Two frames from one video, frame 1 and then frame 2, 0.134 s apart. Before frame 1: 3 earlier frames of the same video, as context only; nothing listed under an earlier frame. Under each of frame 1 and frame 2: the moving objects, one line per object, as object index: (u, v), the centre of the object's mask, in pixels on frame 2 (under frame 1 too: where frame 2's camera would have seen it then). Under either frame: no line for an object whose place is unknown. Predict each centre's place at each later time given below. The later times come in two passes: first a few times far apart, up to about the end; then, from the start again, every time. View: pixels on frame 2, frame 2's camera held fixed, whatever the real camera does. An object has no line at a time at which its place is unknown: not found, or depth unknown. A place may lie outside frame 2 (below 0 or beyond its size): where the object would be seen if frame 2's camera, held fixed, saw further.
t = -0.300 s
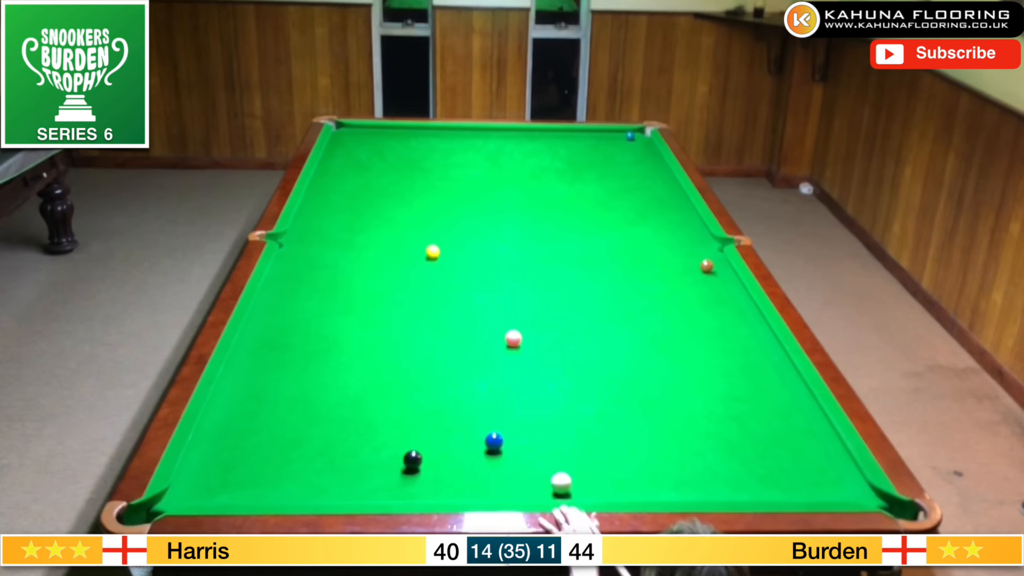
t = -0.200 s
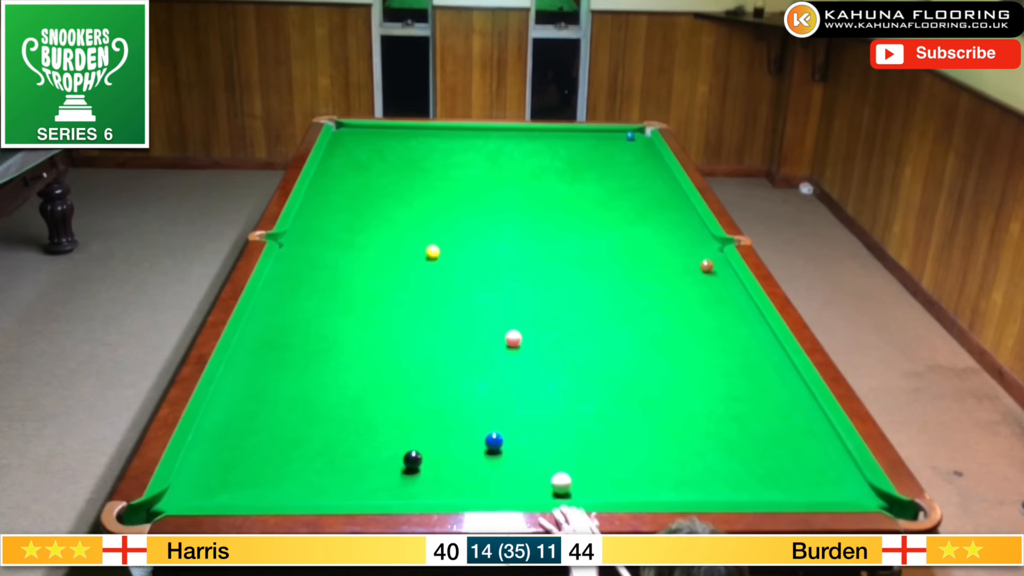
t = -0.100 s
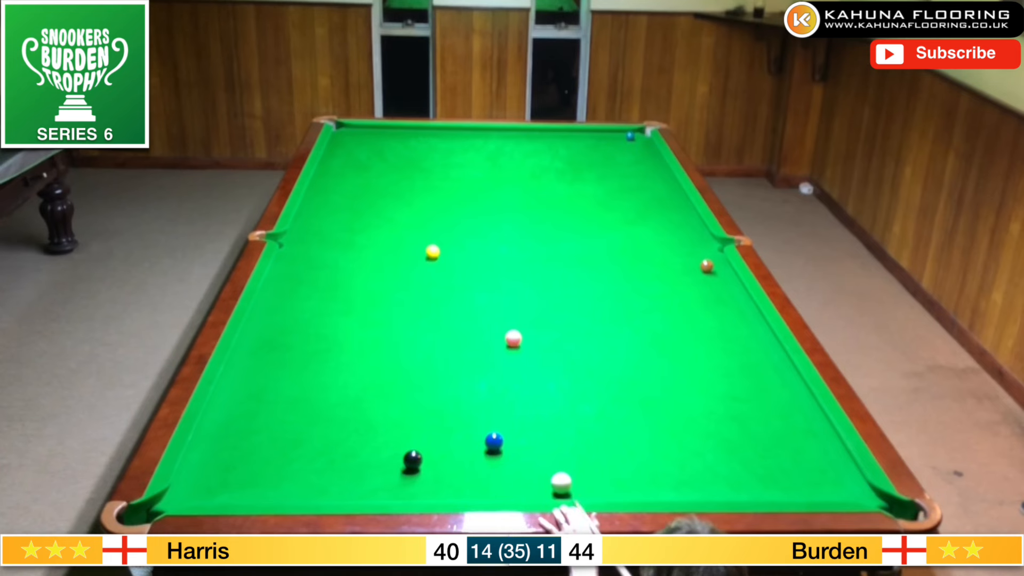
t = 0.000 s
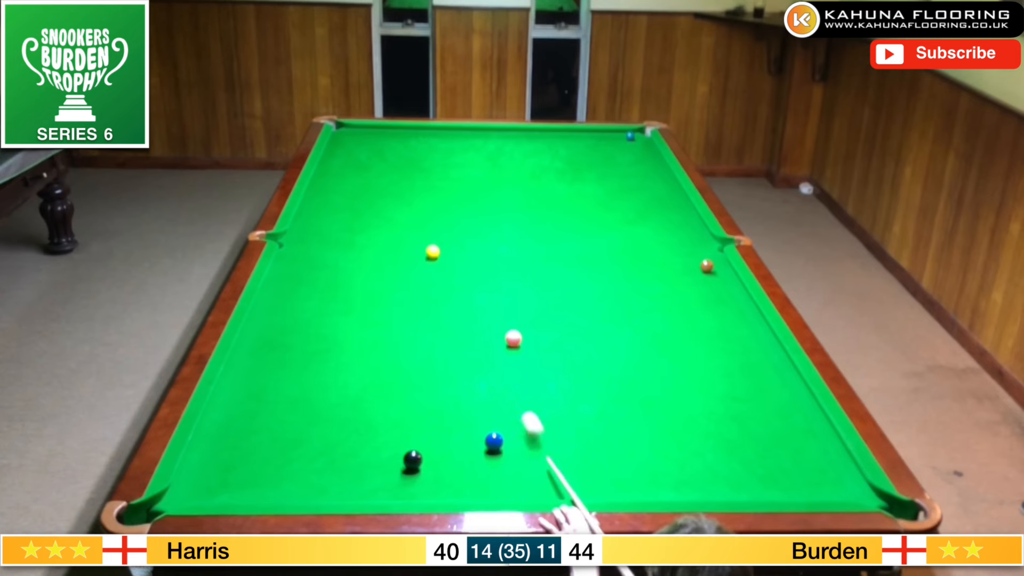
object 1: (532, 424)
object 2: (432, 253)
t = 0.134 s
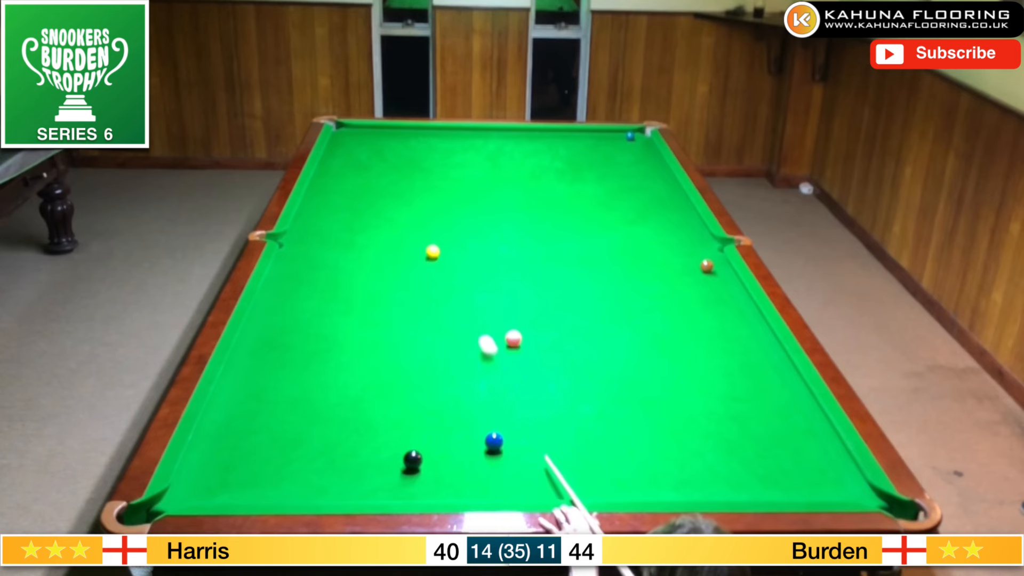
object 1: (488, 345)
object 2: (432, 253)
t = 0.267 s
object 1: (455, 288)
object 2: (433, 253)
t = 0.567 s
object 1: (455, 247)
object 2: (385, 201)
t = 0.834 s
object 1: (464, 225)
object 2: (346, 160)
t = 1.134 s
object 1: (469, 201)
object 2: (352, 130)
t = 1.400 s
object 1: (473, 182)
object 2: (371, 141)
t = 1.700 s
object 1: (478, 164)
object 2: (391, 162)
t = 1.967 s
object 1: (481, 150)
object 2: (411, 181)
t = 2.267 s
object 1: (484, 136)
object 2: (435, 206)
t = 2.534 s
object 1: (487, 129)
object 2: (458, 230)
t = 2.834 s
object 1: (490, 136)
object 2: (487, 259)
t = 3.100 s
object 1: (492, 143)
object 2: (515, 288)
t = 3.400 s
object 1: (494, 150)
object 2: (551, 325)
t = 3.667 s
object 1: (496, 156)
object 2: (587, 362)
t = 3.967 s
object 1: (499, 162)
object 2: (633, 408)
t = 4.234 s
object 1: (501, 167)
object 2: (679, 455)
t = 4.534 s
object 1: (503, 172)
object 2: (724, 486)
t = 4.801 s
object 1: (504, 177)
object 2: (731, 451)
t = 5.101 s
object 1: (506, 181)
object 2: (737, 419)
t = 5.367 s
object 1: (507, 184)
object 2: (743, 394)
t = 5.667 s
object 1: (509, 188)
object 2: (749, 372)
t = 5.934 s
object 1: (510, 190)
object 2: (754, 355)
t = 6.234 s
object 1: (511, 191)
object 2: (760, 338)
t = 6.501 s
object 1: (511, 192)
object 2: (760, 327)
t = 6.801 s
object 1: (512, 194)
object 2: (748, 317)
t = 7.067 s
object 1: (513, 194)
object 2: (740, 310)
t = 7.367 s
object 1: (513, 194)
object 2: (732, 304)
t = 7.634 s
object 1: (513, 194)
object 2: (726, 299)
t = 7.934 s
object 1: (513, 194)
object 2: (722, 296)
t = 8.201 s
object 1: (513, 194)
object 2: (719, 295)
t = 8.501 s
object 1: (513, 194)
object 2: (718, 294)
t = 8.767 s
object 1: (513, 194)
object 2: (718, 294)
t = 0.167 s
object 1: (479, 330)
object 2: (432, 253)
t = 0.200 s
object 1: (471, 315)
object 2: (432, 253)
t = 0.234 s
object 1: (463, 301)
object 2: (432, 253)
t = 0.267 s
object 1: (455, 288)
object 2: (433, 253)
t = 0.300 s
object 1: (449, 275)
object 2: (432, 253)
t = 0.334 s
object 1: (442, 264)
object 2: (432, 252)
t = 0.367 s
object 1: (438, 255)
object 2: (428, 248)
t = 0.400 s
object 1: (441, 255)
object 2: (421, 240)
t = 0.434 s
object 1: (445, 254)
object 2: (413, 231)
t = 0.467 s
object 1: (448, 252)
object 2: (405, 223)
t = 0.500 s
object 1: (450, 251)
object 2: (398, 216)
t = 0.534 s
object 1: (453, 249)
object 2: (391, 208)
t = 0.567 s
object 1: (455, 247)
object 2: (385, 201)
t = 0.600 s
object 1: (457, 245)
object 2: (379, 195)
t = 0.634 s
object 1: (458, 242)
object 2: (373, 189)
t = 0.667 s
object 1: (460, 240)
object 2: (368, 183)
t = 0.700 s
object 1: (461, 237)
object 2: (363, 178)
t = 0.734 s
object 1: (462, 234)
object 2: (358, 173)
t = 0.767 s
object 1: (462, 231)
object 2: (354, 169)
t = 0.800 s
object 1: (463, 228)
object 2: (349, 164)
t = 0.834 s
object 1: (464, 225)
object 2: (346, 160)
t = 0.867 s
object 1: (464, 222)
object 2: (342, 156)
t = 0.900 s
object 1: (465, 220)
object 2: (338, 152)
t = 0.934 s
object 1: (466, 217)
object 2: (334, 148)
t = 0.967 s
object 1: (466, 214)
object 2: (331, 144)
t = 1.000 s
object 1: (467, 211)
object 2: (336, 141)
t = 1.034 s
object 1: (467, 208)
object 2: (340, 139)
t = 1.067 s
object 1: (468, 206)
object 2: (345, 135)
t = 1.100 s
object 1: (468, 203)
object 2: (348, 133)
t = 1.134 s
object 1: (469, 201)
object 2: (352, 130)
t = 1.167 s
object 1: (470, 198)
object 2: (355, 127)
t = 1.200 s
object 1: (470, 196)
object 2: (358, 127)
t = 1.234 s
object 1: (471, 194)
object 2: (360, 130)
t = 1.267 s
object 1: (471, 191)
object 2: (362, 132)
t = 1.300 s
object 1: (472, 189)
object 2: (364, 134)
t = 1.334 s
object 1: (472, 187)
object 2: (366, 137)
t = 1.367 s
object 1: (473, 185)
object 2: (369, 139)
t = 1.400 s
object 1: (473, 182)
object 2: (371, 141)
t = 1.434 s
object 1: (474, 180)
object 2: (373, 143)
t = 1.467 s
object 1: (474, 178)
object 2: (375, 145)
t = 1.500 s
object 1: (475, 176)
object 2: (377, 148)
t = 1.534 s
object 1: (475, 174)
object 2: (379, 150)
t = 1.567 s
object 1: (476, 172)
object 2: (382, 152)
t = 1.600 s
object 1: (476, 170)
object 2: (384, 155)
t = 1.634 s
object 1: (477, 168)
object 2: (386, 157)
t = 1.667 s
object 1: (477, 166)
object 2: (389, 159)
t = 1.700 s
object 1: (478, 164)
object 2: (391, 162)
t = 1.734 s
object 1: (478, 162)
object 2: (393, 164)
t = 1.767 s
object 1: (478, 161)
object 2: (396, 166)
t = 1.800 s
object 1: (479, 159)
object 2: (398, 169)
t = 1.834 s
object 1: (479, 157)
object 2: (400, 171)
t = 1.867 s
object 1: (480, 155)
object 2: (403, 174)
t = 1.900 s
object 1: (480, 154)
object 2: (405, 176)
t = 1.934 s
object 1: (480, 152)
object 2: (408, 179)
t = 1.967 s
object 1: (481, 150)
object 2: (411, 181)
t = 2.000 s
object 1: (481, 149)
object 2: (413, 184)
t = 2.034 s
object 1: (482, 147)
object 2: (416, 187)
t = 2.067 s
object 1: (482, 146)
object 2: (418, 189)
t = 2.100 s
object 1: (482, 144)
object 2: (421, 192)
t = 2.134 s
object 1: (483, 142)
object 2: (424, 195)
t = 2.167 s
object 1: (483, 141)
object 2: (426, 198)
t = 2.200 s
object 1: (484, 139)
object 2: (429, 200)
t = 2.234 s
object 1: (484, 138)
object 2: (432, 203)
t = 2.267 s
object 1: (484, 136)
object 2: (435, 206)
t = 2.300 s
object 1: (485, 135)
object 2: (437, 209)
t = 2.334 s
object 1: (485, 134)
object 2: (440, 212)
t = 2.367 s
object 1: (485, 132)
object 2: (443, 215)
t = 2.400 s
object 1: (486, 131)
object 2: (446, 218)
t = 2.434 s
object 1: (486, 130)
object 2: (449, 221)
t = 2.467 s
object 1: (486, 129)
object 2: (452, 224)
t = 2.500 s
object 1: (487, 128)
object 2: (455, 227)
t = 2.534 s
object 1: (487, 129)
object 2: (458, 230)
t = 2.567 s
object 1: (487, 130)
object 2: (461, 233)
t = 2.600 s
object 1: (487, 131)
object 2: (464, 236)
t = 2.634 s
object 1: (488, 132)
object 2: (467, 239)
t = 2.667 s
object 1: (488, 133)
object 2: (470, 242)
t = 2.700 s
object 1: (489, 133)
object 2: (474, 246)
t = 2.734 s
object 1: (489, 134)
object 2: (477, 249)
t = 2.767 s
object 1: (489, 135)
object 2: (480, 252)
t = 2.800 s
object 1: (490, 135)
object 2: (484, 256)
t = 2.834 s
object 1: (490, 136)
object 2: (487, 259)
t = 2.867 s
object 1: (490, 137)
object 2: (490, 263)
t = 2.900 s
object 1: (490, 138)
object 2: (494, 266)
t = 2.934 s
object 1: (491, 139)
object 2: (497, 270)
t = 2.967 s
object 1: (491, 140)
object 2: (501, 273)
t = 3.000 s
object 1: (491, 141)
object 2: (504, 277)
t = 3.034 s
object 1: (491, 142)
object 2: (508, 281)
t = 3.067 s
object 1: (492, 142)
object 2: (512, 284)
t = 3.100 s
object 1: (492, 143)
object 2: (515, 288)
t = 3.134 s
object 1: (492, 144)
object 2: (519, 292)
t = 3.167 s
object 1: (493, 145)
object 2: (523, 296)
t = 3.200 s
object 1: (493, 145)
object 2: (527, 300)
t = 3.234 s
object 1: (493, 146)
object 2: (531, 304)
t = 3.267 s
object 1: (493, 147)
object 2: (535, 308)
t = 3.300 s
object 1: (494, 147)
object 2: (539, 312)
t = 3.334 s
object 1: (494, 148)
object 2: (543, 316)
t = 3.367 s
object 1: (494, 149)
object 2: (547, 321)
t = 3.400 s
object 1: (494, 150)
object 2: (551, 325)
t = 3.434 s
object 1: (495, 151)
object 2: (555, 329)
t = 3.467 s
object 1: (495, 151)
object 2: (560, 334)
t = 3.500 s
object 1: (495, 152)
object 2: (564, 338)
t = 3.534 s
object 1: (495, 153)
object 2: (568, 343)
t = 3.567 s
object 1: (496, 154)
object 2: (573, 347)
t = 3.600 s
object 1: (496, 154)
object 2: (578, 352)
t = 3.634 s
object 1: (496, 155)
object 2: (582, 357)
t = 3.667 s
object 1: (496, 156)
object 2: (587, 362)
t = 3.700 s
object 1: (497, 156)
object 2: (592, 366)
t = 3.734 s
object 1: (497, 157)
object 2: (597, 371)
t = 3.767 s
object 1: (497, 158)
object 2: (601, 376)
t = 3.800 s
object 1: (497, 159)
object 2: (607, 382)
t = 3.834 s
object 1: (498, 159)
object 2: (612, 387)
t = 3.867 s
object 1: (498, 160)
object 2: (617, 392)
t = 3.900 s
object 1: (498, 161)
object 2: (622, 397)
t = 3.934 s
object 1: (499, 161)
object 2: (628, 403)
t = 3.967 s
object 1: (499, 162)
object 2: (633, 408)
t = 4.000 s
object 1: (499, 163)
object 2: (638, 414)
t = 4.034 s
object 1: (499, 163)
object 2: (644, 420)
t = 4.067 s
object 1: (500, 164)
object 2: (650, 425)
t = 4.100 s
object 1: (500, 164)
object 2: (655, 431)
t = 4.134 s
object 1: (500, 165)
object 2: (661, 437)
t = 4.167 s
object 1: (500, 166)
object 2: (667, 443)
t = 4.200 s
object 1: (501, 166)
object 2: (673, 449)
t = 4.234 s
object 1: (501, 167)
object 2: (679, 455)
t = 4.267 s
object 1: (501, 168)
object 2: (686, 461)
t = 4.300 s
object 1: (501, 168)
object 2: (692, 468)
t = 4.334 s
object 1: (502, 169)
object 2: (698, 474)
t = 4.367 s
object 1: (502, 169)
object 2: (705, 480)
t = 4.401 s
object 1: (502, 170)
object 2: (711, 487)
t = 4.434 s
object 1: (502, 171)
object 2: (718, 491)
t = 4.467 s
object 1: (502, 171)
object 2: (723, 494)
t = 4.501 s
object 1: (503, 172)
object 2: (723, 489)
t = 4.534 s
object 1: (503, 172)
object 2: (724, 486)
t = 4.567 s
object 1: (503, 173)
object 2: (725, 482)
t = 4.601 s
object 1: (503, 174)
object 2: (726, 477)
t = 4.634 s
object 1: (503, 174)
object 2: (727, 472)
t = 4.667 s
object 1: (503, 174)
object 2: (728, 468)
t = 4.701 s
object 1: (504, 175)
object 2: (728, 464)
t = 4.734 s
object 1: (504, 176)
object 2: (729, 460)
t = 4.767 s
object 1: (504, 176)
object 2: (730, 455)
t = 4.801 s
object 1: (504, 177)
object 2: (731, 451)
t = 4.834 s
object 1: (505, 177)
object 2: (731, 447)
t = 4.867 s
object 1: (505, 178)
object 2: (732, 444)
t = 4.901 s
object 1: (505, 178)
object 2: (733, 440)
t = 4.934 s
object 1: (505, 179)
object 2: (733, 436)
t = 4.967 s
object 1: (505, 179)
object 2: (734, 433)
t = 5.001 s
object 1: (505, 180)
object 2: (735, 429)
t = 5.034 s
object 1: (506, 180)
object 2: (736, 426)
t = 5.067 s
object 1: (506, 180)
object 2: (736, 422)
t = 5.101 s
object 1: (506, 181)
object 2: (737, 419)
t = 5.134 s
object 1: (506, 181)
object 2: (738, 415)
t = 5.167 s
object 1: (506, 182)
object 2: (738, 413)
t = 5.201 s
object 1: (506, 182)
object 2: (739, 409)
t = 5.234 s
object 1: (507, 183)
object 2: (740, 406)
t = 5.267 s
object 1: (507, 183)
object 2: (741, 403)
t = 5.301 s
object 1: (507, 183)
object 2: (741, 400)
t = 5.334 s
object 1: (507, 184)
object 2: (742, 397)
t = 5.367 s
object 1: (507, 184)
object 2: (743, 394)
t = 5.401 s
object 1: (508, 184)
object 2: (743, 392)
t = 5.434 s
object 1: (508, 185)
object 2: (744, 389)
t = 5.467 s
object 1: (508, 185)
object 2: (745, 387)
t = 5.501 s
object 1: (508, 186)
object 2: (746, 384)
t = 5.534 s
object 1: (508, 186)
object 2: (746, 381)
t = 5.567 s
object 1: (508, 186)
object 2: (747, 379)
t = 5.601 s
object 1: (508, 187)
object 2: (748, 376)
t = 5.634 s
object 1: (509, 187)
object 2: (748, 374)
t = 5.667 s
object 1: (509, 188)
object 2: (749, 372)
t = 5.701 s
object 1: (509, 188)
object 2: (750, 369)
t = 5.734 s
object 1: (509, 188)
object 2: (750, 367)
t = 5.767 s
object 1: (509, 188)
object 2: (751, 365)
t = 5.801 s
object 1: (509, 189)
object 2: (752, 363)
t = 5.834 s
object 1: (509, 189)
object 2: (752, 361)
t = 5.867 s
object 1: (510, 189)
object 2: (753, 359)
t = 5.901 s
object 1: (510, 190)
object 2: (754, 357)
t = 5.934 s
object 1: (510, 190)
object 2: (754, 355)
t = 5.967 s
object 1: (510, 190)
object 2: (755, 353)
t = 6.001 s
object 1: (510, 190)
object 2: (756, 351)
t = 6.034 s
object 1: (510, 191)
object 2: (756, 349)
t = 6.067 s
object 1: (510, 191)
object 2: (757, 347)
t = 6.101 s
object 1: (511, 191)
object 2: (758, 345)
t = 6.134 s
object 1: (511, 191)
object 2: (758, 343)
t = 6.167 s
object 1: (511, 191)
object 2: (759, 342)
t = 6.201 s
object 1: (511, 191)
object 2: (759, 340)
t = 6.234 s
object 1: (511, 191)
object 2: (760, 338)
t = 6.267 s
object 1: (511, 192)
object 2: (761, 337)
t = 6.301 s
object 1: (511, 192)
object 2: (761, 335)
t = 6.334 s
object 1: (511, 192)
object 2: (762, 333)
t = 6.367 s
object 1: (511, 192)
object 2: (762, 332)
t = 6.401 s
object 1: (511, 192)
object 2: (763, 330)
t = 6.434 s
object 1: (511, 192)
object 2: (763, 329)
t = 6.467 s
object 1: (512, 193)
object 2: (762, 328)
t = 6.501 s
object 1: (511, 192)
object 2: (760, 327)
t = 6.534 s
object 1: (512, 193)
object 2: (759, 325)
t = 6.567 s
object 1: (512, 193)
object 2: (757, 324)
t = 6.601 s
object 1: (512, 193)
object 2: (756, 323)
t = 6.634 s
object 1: (512, 193)
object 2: (755, 322)
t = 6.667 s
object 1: (512, 193)
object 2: (753, 321)
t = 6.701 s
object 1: (512, 193)
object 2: (752, 320)
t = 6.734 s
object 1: (512, 193)
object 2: (751, 319)
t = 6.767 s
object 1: (512, 194)
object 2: (749, 318)
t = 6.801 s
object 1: (512, 194)
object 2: (748, 317)
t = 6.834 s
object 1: (512, 194)
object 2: (747, 316)
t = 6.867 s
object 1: (512, 194)
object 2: (746, 315)
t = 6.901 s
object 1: (512, 194)
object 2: (745, 315)
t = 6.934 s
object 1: (512, 194)
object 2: (744, 314)
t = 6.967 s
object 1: (512, 194)
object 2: (743, 313)
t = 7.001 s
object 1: (512, 194)
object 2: (741, 312)
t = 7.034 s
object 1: (513, 194)
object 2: (740, 311)
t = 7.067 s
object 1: (513, 194)
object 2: (740, 310)
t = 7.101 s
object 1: (513, 194)
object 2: (739, 309)
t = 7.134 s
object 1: (513, 194)
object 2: (738, 309)
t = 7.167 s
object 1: (513, 194)
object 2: (737, 308)
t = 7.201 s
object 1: (513, 194)
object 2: (736, 307)
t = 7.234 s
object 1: (513, 194)
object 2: (735, 306)
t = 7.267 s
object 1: (513, 194)
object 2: (734, 306)
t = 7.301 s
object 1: (513, 194)
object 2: (734, 305)
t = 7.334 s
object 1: (513, 194)
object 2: (733, 304)
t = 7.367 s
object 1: (513, 194)
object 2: (732, 304)
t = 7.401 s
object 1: (513, 194)
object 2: (731, 303)
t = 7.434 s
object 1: (513, 194)
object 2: (730, 303)
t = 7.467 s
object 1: (513, 194)
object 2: (730, 302)
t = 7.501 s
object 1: (513, 194)
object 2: (729, 301)
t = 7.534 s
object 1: (513, 194)
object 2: (728, 301)
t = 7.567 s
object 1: (513, 194)
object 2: (727, 300)
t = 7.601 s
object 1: (513, 194)
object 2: (727, 300)
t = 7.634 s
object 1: (513, 194)
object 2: (726, 299)
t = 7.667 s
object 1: (513, 194)
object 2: (726, 299)
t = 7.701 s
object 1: (513, 194)
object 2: (725, 299)
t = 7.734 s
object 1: (513, 194)
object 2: (724, 298)
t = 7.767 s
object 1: (513, 194)
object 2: (724, 298)
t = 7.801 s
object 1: (513, 194)
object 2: (723, 297)
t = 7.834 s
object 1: (513, 194)
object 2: (723, 297)
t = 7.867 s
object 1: (513, 194)
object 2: (723, 297)
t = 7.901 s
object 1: (513, 194)
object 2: (722, 297)
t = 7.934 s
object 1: (513, 194)
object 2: (722, 296)
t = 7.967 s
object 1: (513, 194)
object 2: (721, 296)
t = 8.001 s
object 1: (513, 194)
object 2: (721, 296)
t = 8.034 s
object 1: (513, 194)
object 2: (721, 296)
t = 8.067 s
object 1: (513, 194)
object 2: (720, 296)
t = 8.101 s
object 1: (513, 194)
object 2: (720, 295)
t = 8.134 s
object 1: (513, 194)
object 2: (720, 295)
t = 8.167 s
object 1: (513, 194)
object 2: (719, 295)
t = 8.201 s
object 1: (513, 194)
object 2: (719, 295)
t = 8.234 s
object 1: (513, 194)
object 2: (719, 295)
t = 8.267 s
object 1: (513, 194)
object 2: (719, 295)
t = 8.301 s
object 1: (513, 194)
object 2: (718, 295)
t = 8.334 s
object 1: (513, 194)
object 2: (718, 295)
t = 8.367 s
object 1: (513, 194)
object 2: (718, 295)
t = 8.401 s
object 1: (513, 194)
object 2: (718, 294)
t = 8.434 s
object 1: (513, 194)
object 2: (718, 294)
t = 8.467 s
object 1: (513, 194)
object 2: (718, 294)
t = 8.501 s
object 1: (513, 194)
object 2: (718, 294)
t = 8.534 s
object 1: (513, 194)
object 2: (718, 294)
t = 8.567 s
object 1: (513, 194)
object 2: (718, 294)
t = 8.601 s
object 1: (513, 194)
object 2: (718, 294)
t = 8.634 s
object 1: (513, 194)
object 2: (718, 294)
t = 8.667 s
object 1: (513, 194)
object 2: (718, 294)
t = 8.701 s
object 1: (513, 194)
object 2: (718, 294)
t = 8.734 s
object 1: (512, 194)
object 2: (718, 294)
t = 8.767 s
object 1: (513, 194)
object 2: (718, 294)
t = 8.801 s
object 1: (513, 194)
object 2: (718, 294)
